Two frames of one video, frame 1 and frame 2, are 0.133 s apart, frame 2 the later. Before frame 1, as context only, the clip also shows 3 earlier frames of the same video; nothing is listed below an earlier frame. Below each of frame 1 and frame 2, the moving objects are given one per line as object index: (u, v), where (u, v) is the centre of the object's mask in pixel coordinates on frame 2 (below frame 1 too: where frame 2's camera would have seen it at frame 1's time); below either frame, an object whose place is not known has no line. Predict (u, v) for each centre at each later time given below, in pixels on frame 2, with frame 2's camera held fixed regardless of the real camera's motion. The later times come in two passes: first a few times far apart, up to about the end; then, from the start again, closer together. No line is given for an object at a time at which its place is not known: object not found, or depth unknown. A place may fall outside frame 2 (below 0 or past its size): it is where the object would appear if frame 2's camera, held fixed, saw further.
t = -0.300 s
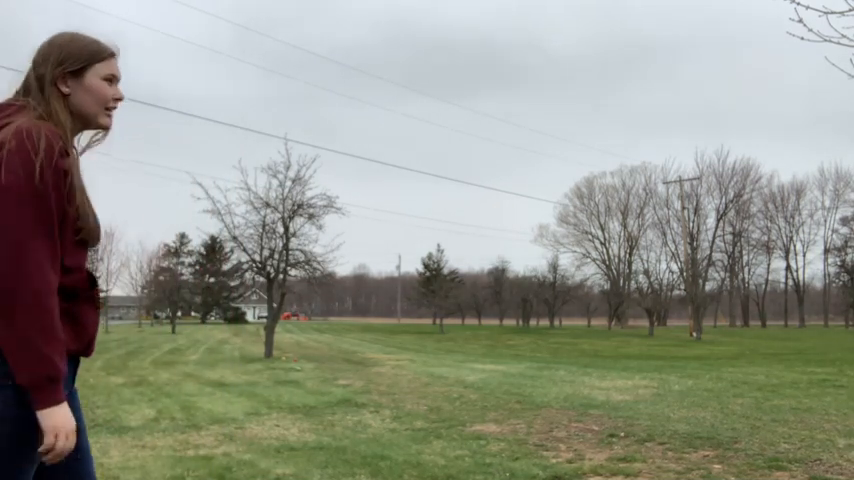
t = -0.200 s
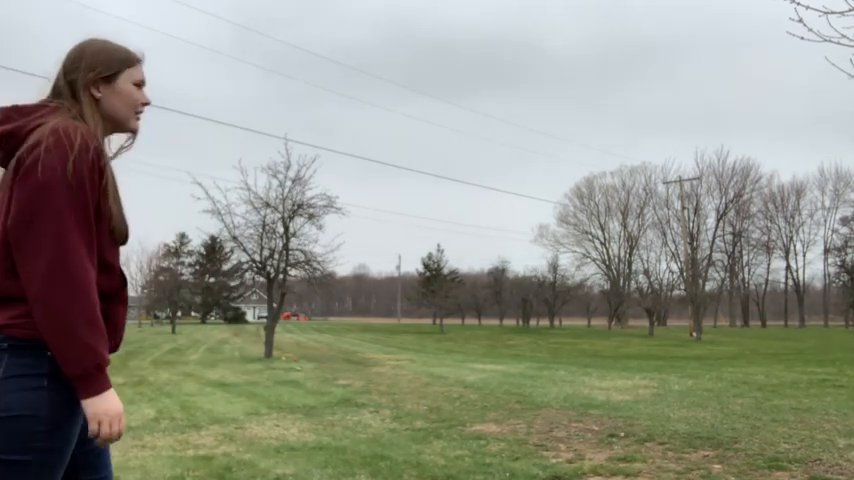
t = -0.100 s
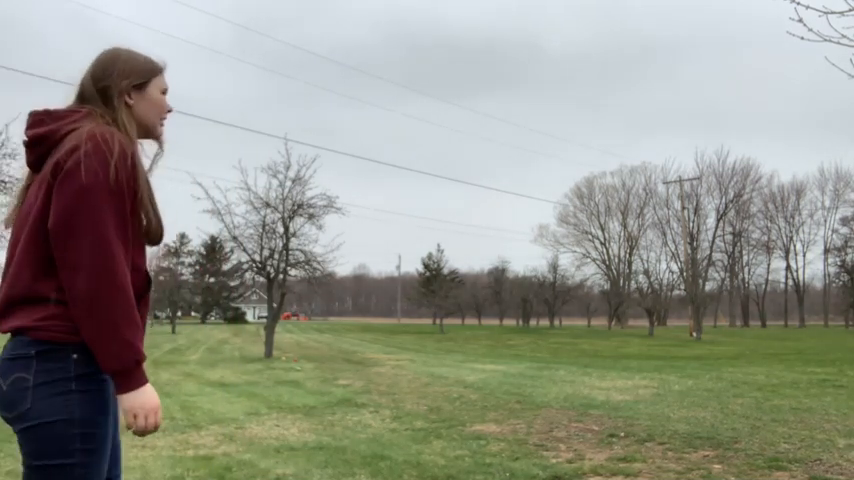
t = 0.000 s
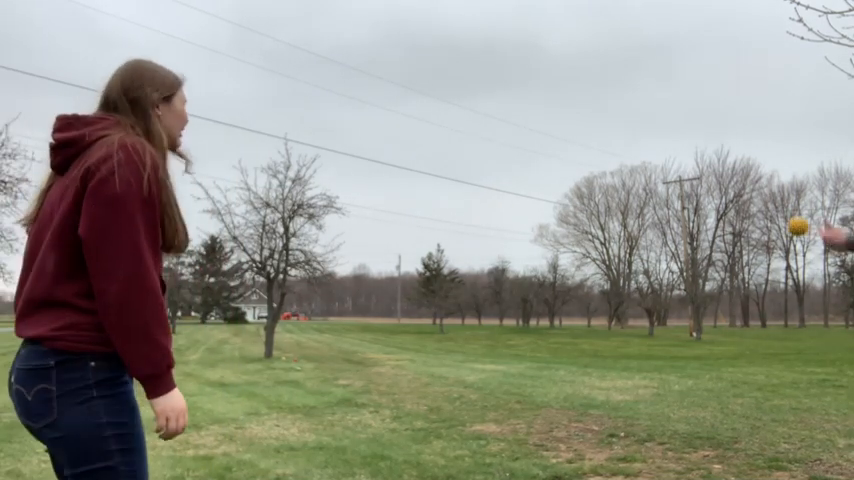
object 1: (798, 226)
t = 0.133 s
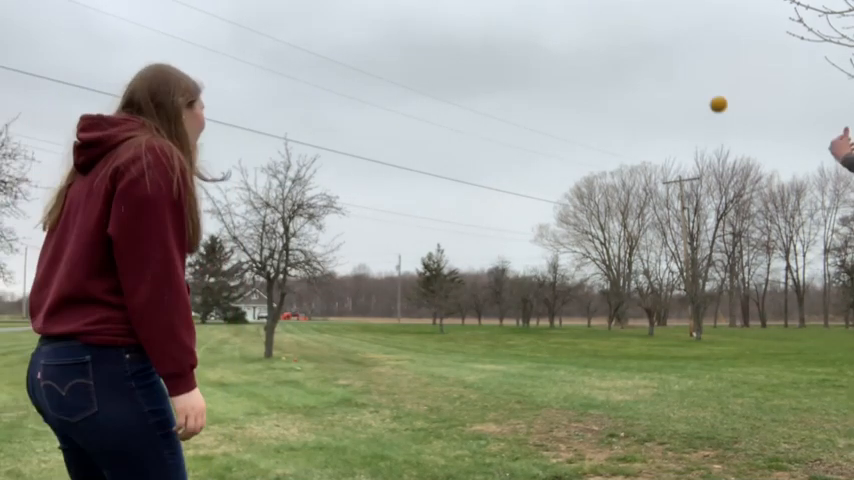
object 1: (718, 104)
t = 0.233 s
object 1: (674, 54)
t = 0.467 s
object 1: (599, 19)
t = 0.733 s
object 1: (542, 63)
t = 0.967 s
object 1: (507, 144)
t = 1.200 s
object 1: (480, 253)
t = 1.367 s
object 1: (463, 344)
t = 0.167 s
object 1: (702, 84)
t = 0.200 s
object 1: (687, 67)
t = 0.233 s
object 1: (674, 54)
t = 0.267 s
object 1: (661, 42)
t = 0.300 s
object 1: (649, 34)
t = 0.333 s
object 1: (637, 27)
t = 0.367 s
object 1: (627, 23)
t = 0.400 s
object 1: (617, 20)
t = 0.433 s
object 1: (608, 19)
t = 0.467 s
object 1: (599, 19)
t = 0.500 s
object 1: (590, 20)
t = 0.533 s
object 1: (583, 23)
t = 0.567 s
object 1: (575, 27)
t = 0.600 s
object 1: (568, 32)
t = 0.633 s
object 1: (561, 39)
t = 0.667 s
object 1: (555, 46)
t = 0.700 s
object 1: (548, 54)
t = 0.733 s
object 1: (542, 63)
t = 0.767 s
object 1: (537, 72)
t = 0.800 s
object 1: (531, 83)
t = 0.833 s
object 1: (526, 94)
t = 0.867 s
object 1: (521, 105)
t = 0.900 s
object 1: (516, 118)
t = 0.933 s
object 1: (512, 131)
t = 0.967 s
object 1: (507, 144)
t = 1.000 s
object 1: (503, 158)
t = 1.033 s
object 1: (499, 173)
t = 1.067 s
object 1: (495, 188)
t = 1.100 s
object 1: (491, 204)
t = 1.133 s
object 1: (487, 220)
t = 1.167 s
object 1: (483, 236)
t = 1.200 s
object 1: (480, 253)
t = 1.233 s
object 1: (475, 271)
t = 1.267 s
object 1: (473, 288)
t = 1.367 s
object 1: (463, 344)
